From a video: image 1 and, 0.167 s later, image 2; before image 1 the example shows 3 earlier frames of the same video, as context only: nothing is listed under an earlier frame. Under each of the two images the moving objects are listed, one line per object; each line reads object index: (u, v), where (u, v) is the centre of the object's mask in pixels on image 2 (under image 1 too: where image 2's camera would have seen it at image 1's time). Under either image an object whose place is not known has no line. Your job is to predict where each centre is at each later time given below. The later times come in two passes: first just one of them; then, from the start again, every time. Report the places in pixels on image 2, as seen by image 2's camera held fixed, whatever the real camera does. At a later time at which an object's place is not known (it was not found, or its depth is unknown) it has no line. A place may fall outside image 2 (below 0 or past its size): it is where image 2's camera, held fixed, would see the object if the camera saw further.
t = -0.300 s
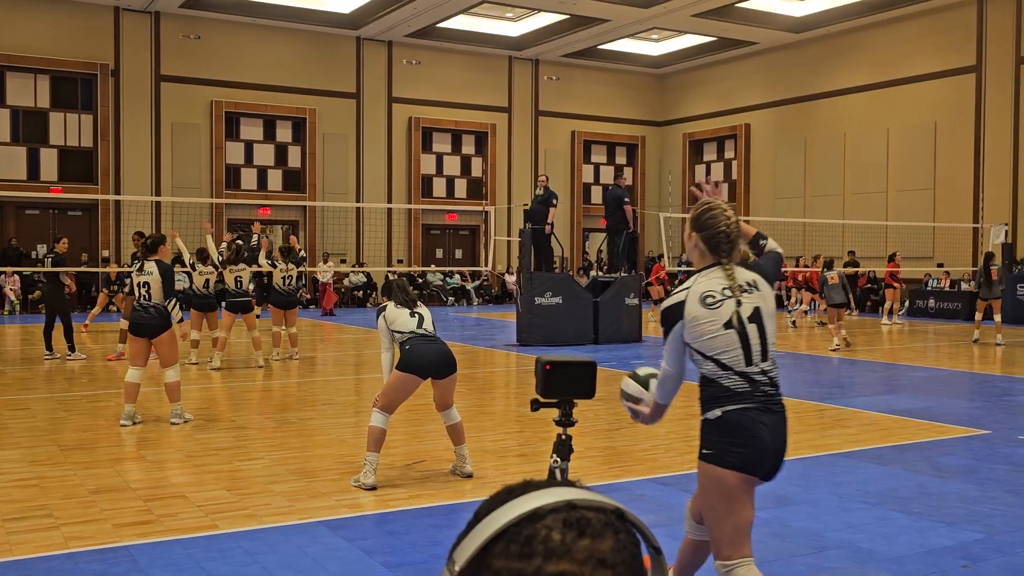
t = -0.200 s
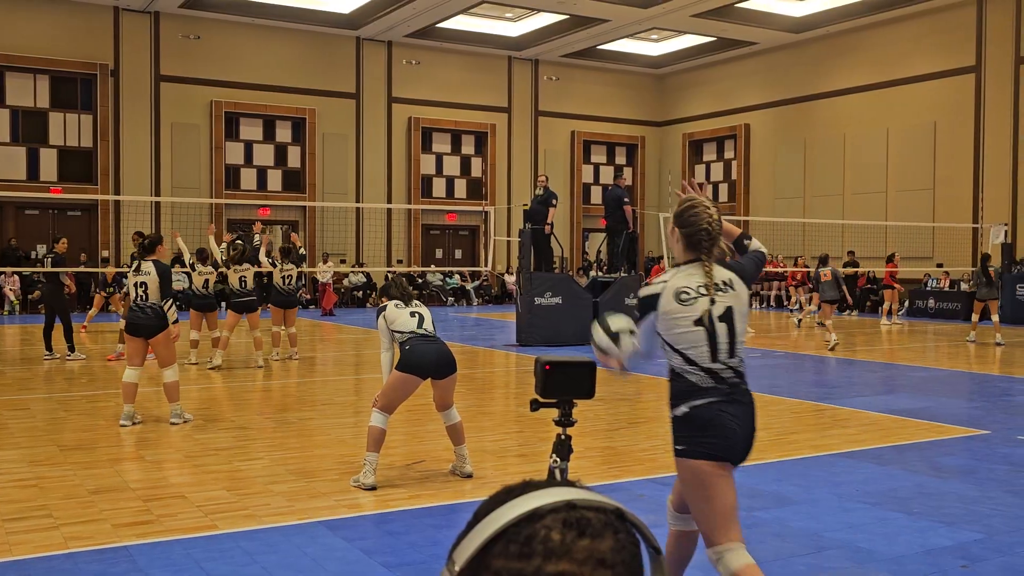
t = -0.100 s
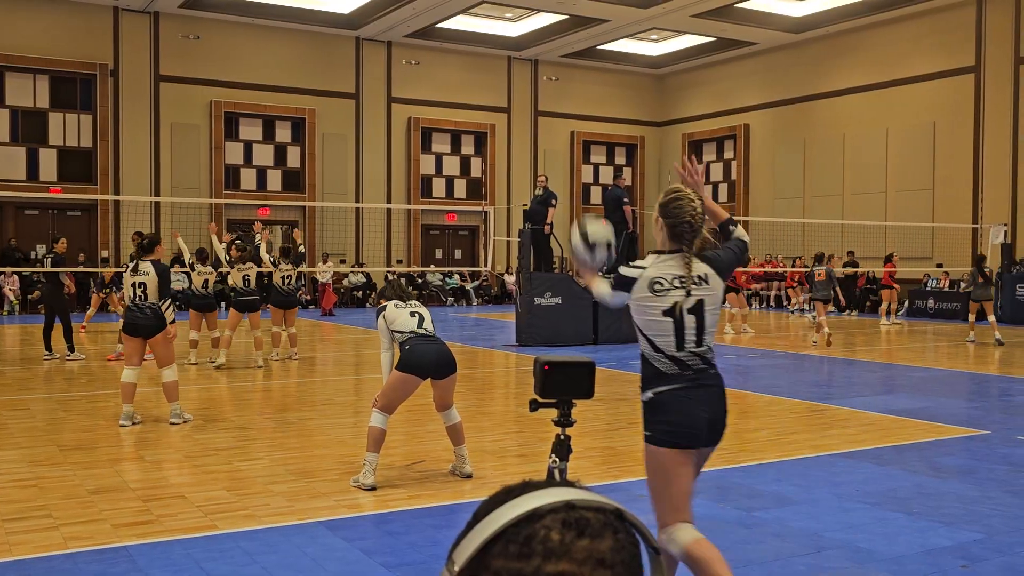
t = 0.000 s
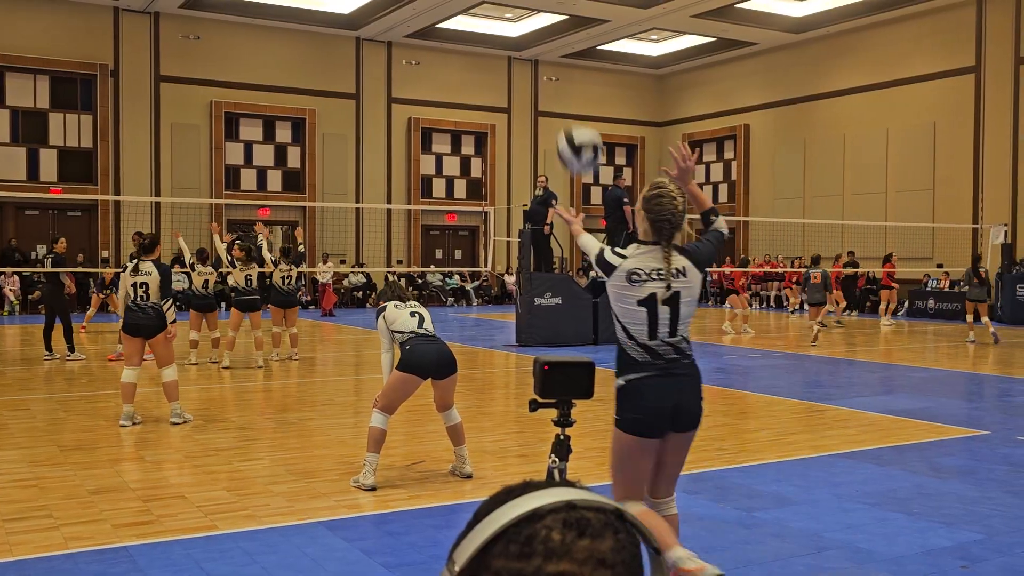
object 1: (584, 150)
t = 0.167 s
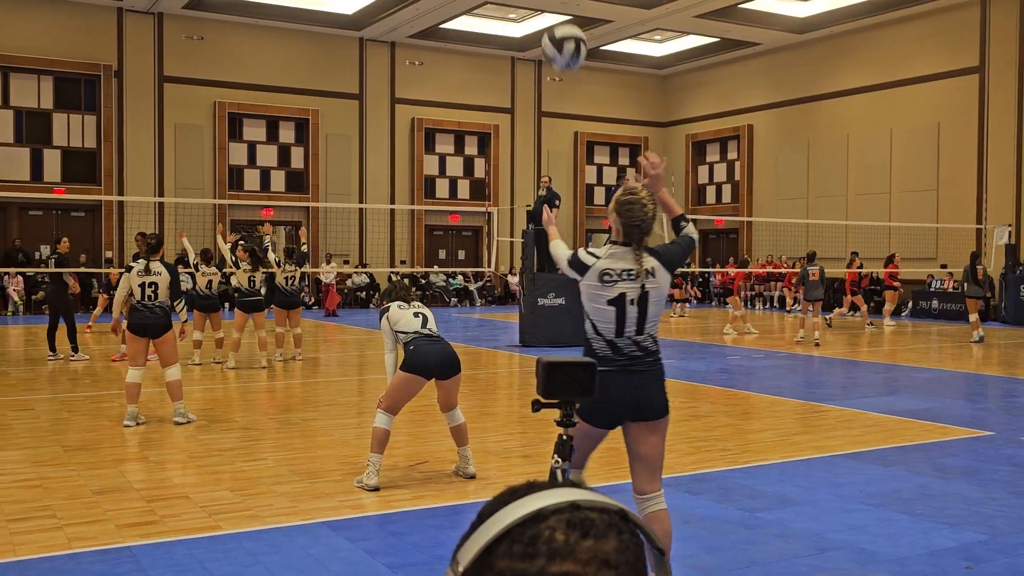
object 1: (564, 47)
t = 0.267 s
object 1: (554, 18)
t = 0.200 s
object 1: (561, 35)
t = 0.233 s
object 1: (557, 24)
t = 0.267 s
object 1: (554, 18)
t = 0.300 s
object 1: (551, 15)
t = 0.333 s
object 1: (547, 13)
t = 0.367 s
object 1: (544, 13)
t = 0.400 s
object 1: (541, 14)
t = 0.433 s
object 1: (538, 16)
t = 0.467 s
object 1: (536, 20)
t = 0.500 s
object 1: (531, 27)
